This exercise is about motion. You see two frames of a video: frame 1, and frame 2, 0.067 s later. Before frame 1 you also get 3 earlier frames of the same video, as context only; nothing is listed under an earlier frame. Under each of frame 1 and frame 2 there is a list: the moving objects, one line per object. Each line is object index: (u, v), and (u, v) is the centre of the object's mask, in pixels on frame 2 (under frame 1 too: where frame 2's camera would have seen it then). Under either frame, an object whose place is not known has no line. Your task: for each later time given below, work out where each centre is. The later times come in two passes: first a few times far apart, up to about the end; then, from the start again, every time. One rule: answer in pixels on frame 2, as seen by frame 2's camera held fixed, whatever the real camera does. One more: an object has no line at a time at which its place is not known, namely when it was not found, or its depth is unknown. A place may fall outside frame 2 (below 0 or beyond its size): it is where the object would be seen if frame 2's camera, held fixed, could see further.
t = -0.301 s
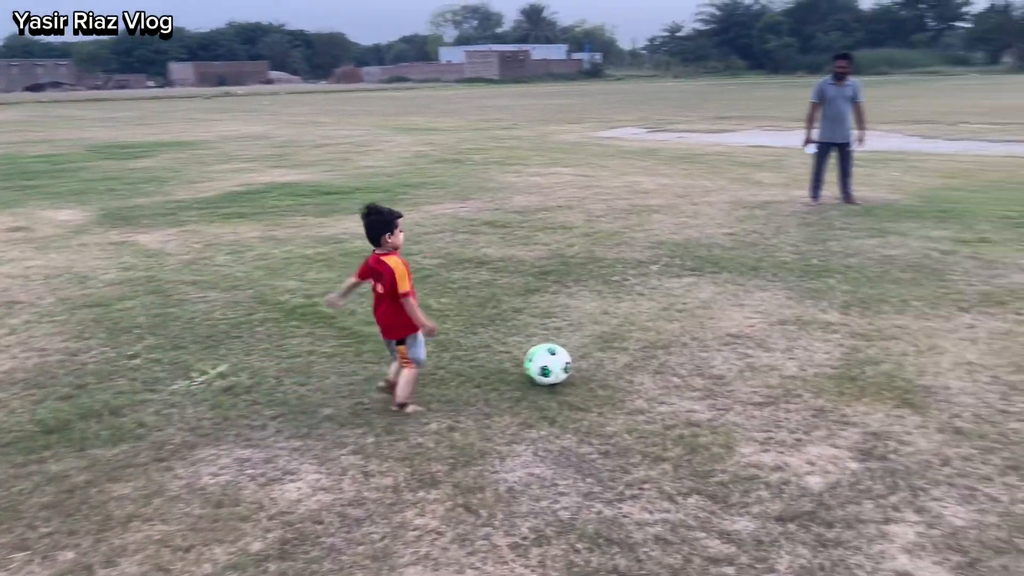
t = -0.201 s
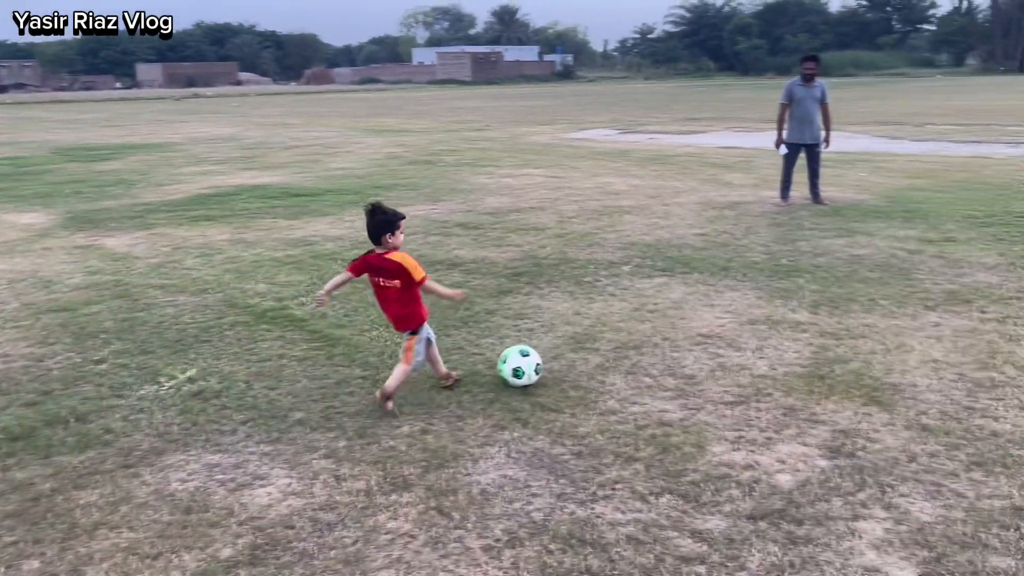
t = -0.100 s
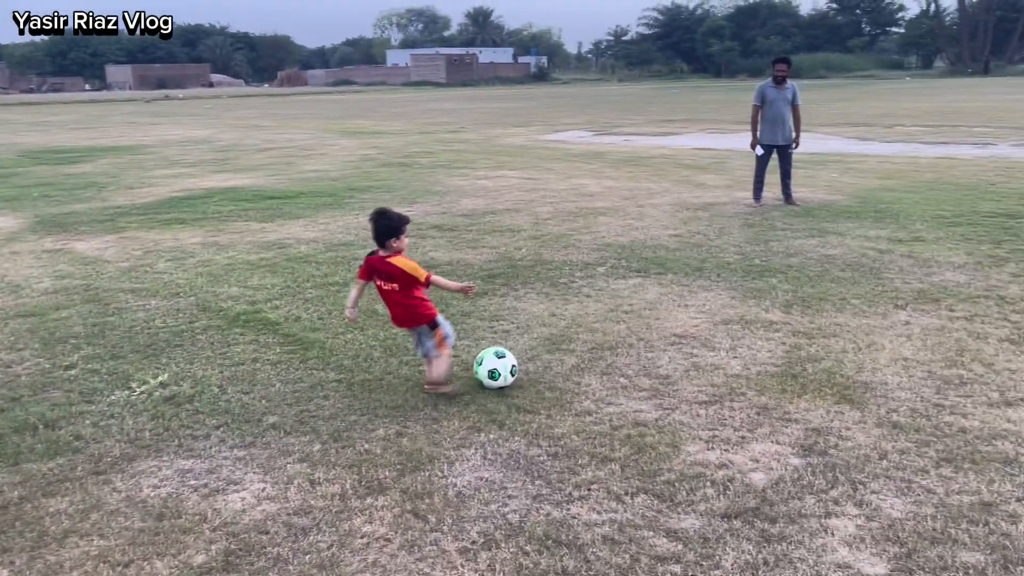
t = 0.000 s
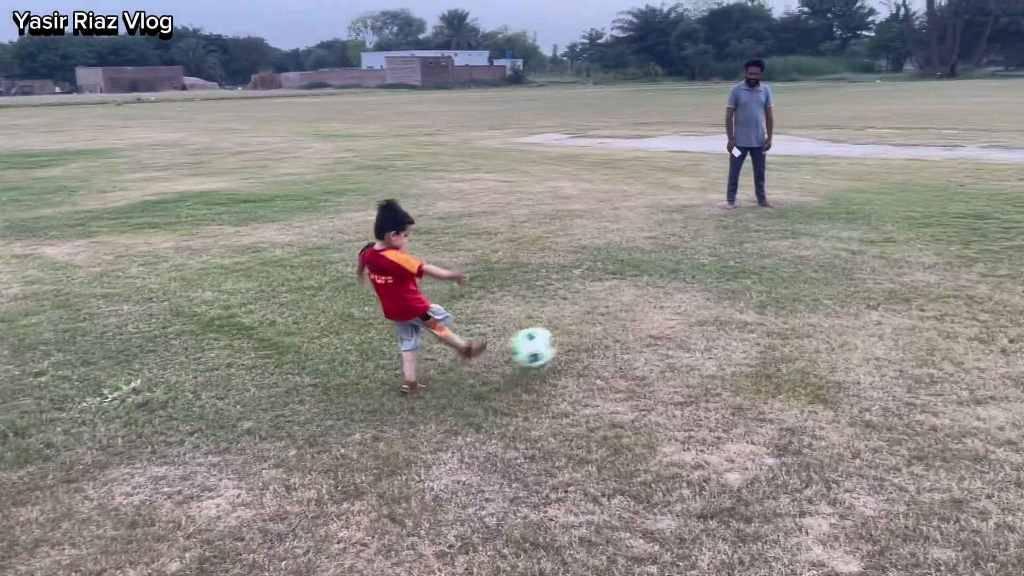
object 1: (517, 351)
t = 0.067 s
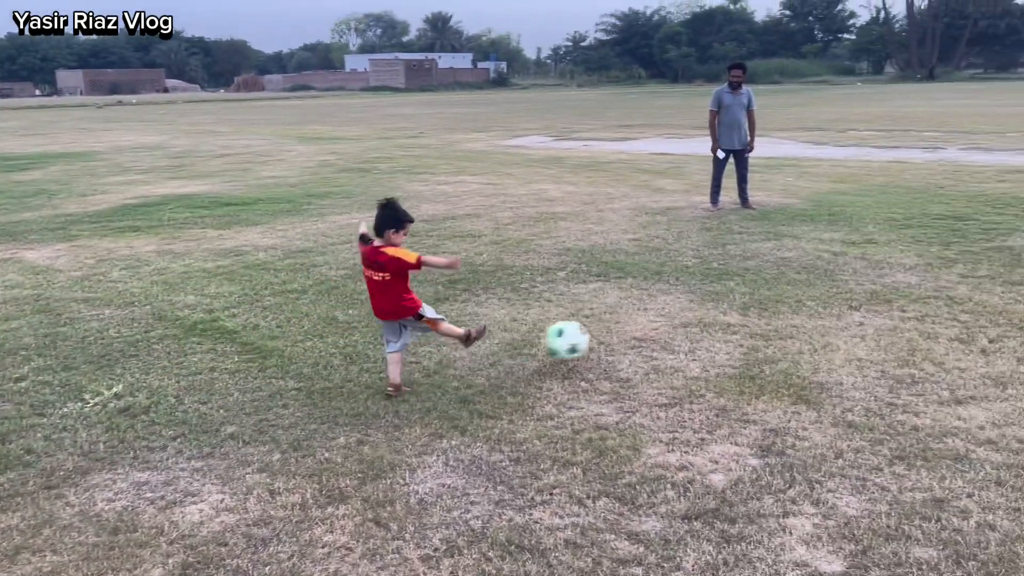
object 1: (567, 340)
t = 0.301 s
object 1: (687, 319)
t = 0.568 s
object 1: (771, 314)
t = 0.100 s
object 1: (591, 339)
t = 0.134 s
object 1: (613, 339)
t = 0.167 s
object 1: (636, 341)
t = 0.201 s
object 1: (653, 339)
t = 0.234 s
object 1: (665, 331)
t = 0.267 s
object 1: (675, 324)
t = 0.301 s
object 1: (687, 319)
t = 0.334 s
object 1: (698, 316)
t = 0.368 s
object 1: (709, 315)
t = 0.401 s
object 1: (720, 315)
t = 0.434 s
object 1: (731, 319)
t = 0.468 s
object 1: (742, 323)
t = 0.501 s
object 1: (752, 321)
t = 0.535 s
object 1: (762, 316)
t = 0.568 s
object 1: (771, 314)
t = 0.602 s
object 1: (781, 312)
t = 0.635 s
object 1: (790, 312)
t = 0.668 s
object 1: (800, 314)
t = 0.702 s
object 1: (809, 313)
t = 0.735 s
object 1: (817, 309)
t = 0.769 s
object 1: (826, 307)
